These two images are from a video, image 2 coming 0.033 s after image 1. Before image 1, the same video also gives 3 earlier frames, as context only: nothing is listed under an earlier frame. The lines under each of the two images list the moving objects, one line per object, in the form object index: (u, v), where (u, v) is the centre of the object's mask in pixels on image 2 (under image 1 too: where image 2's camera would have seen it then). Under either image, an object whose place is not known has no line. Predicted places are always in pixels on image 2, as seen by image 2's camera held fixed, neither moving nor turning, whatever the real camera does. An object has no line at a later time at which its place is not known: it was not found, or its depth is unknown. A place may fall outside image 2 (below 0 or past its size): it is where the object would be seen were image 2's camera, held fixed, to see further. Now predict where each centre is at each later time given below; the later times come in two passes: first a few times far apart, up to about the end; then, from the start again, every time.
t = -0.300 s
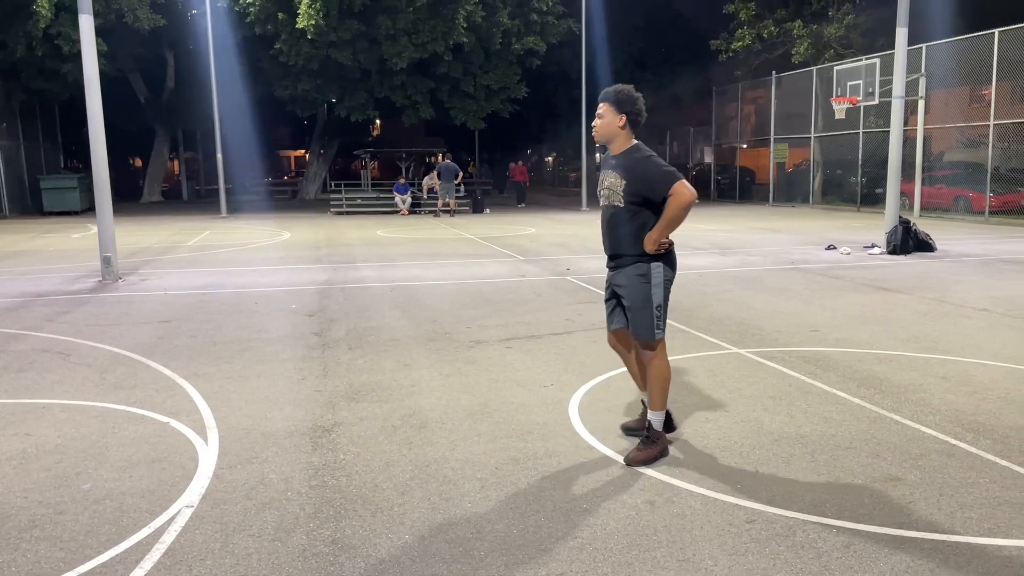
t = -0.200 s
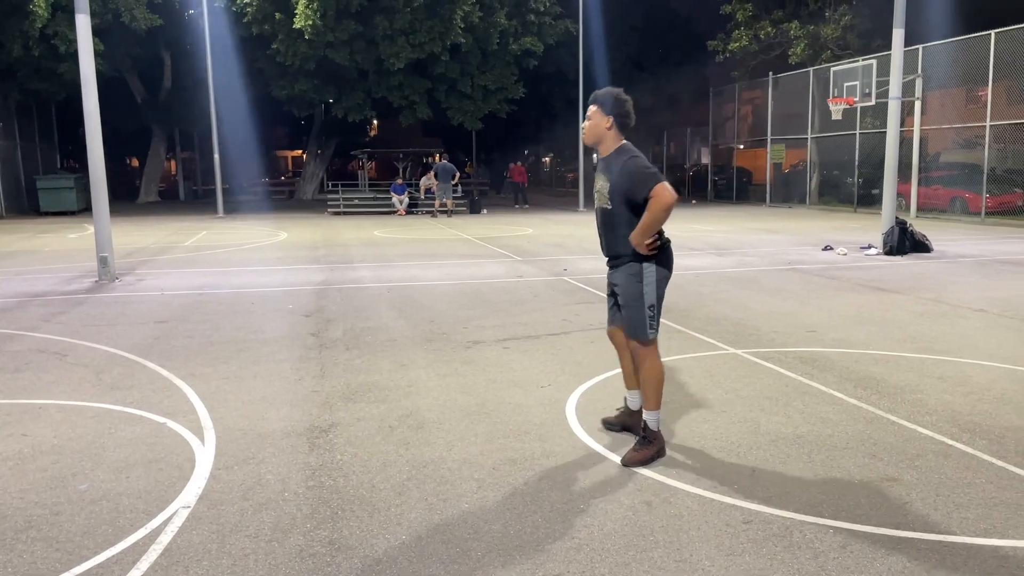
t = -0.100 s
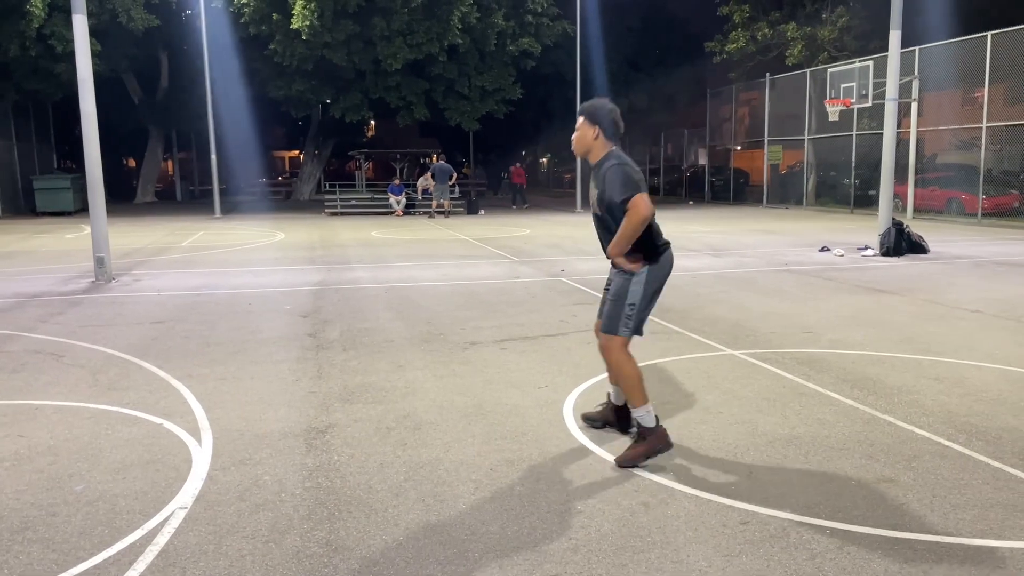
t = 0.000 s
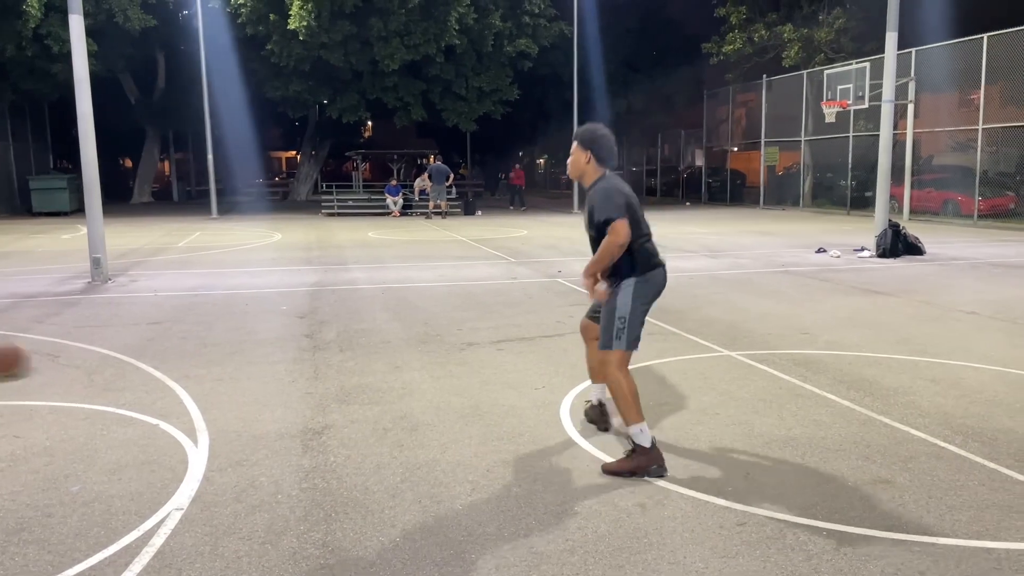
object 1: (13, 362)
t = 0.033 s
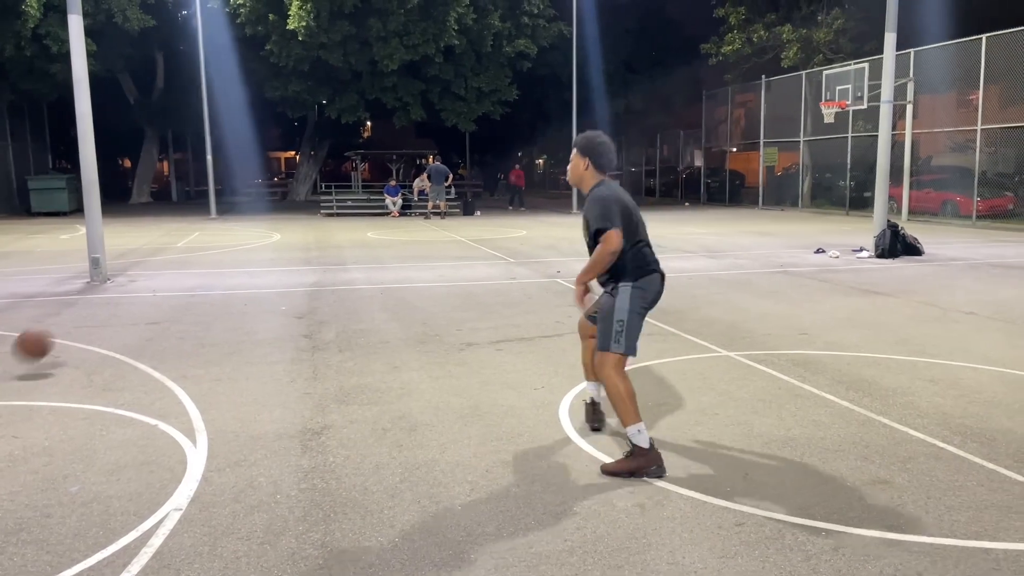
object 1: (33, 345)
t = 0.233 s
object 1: (179, 255)
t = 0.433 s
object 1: (311, 223)
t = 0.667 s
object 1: (440, 250)
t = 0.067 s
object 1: (59, 324)
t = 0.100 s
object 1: (84, 307)
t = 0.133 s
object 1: (108, 292)
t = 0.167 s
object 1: (132, 277)
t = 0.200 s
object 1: (157, 265)
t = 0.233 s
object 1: (179, 255)
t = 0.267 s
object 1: (202, 246)
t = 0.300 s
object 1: (225, 239)
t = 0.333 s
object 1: (246, 234)
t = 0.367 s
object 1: (268, 229)
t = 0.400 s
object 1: (290, 225)
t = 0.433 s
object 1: (311, 223)
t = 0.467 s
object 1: (331, 224)
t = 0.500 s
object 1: (350, 225)
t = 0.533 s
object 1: (368, 228)
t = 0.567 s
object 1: (388, 233)
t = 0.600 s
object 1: (406, 237)
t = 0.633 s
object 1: (423, 243)
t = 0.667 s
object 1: (440, 250)
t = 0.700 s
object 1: (457, 258)
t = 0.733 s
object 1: (473, 267)
